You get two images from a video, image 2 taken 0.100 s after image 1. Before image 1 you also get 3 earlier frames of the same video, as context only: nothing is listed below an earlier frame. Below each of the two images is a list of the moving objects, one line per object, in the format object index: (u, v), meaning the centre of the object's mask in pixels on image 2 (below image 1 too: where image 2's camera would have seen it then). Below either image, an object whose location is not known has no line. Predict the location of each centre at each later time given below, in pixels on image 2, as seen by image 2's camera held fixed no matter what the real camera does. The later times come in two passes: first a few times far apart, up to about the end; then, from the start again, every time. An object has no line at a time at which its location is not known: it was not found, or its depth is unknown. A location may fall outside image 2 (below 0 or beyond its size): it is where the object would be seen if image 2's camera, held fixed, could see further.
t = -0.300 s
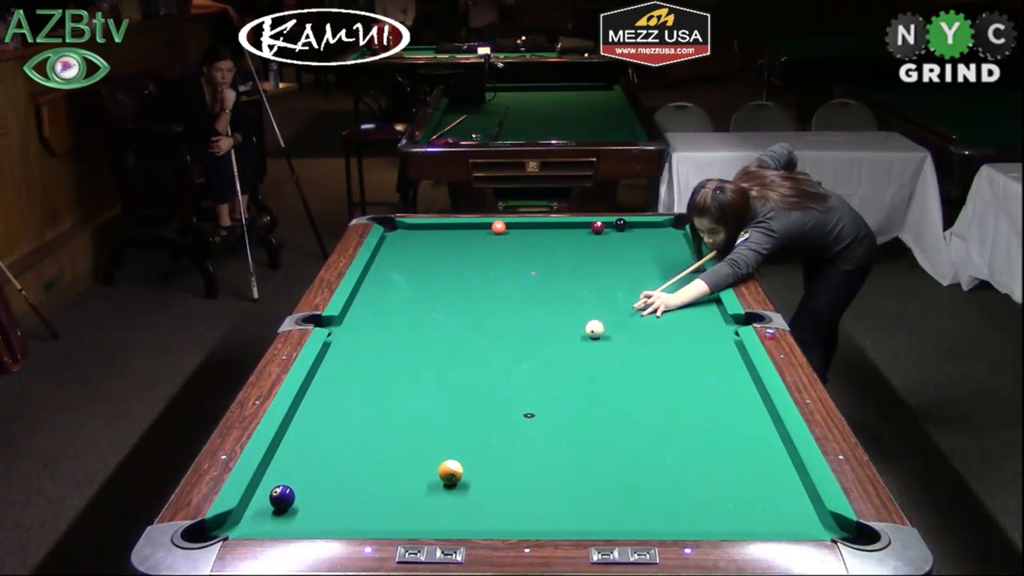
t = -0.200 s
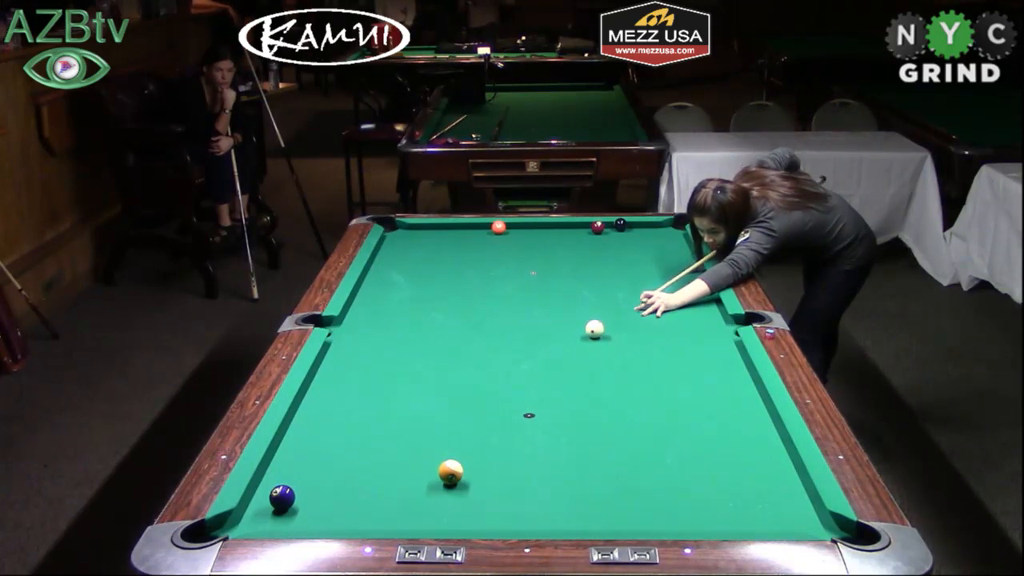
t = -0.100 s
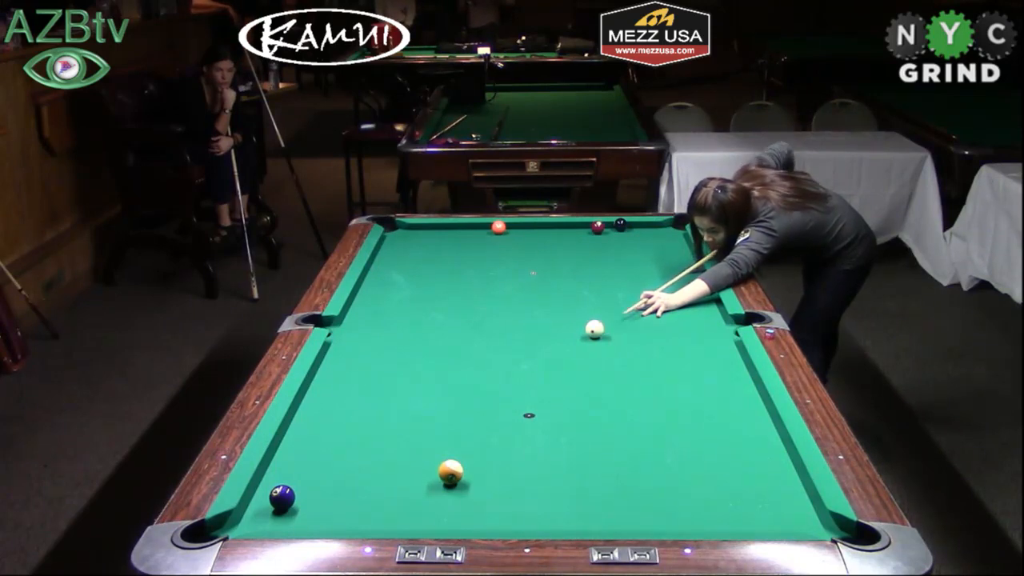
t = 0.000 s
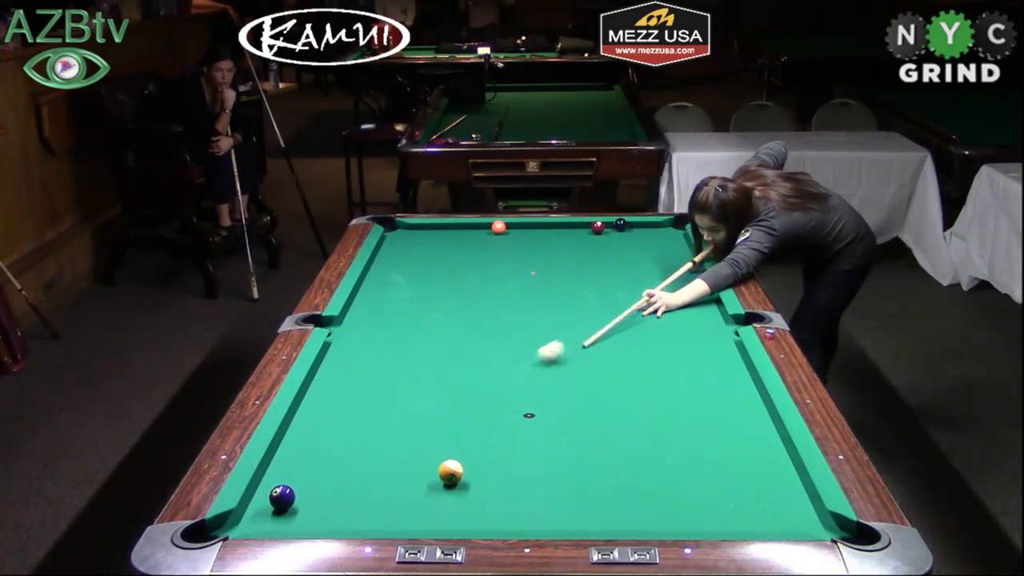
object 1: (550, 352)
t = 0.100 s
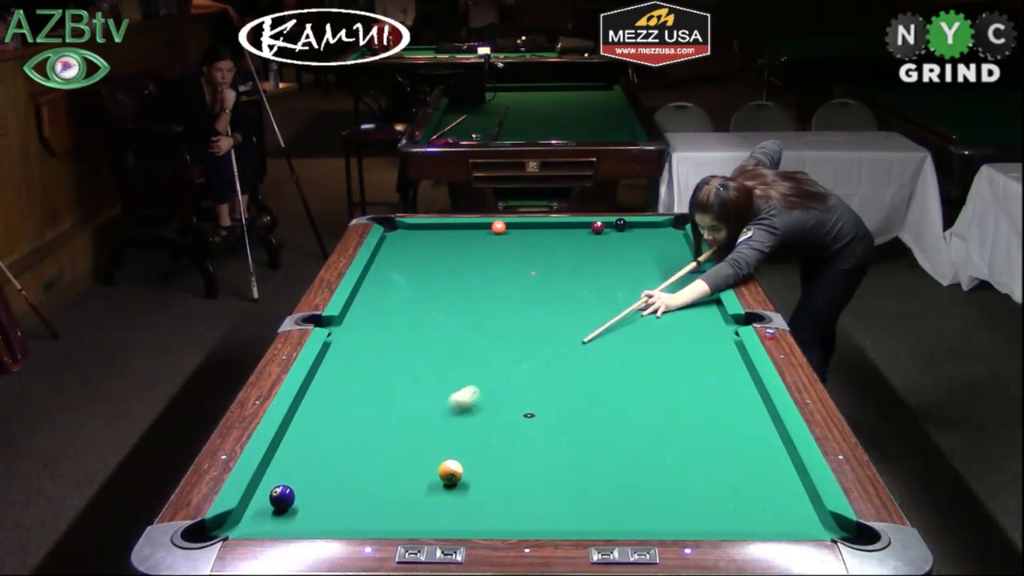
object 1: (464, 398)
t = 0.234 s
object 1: (326, 472)
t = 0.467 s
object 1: (310, 481)
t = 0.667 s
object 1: (342, 464)
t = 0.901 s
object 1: (381, 442)
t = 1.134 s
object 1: (416, 422)
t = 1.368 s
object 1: (448, 405)
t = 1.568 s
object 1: (472, 391)
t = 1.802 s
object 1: (499, 376)
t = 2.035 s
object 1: (522, 363)
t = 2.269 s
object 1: (544, 351)
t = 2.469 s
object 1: (561, 342)
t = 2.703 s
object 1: (580, 331)
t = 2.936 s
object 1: (596, 322)
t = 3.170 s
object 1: (612, 313)
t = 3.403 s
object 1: (626, 306)
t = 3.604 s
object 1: (637, 299)
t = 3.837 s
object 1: (649, 293)
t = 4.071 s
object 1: (661, 286)
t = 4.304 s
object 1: (671, 281)
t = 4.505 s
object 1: (679, 276)
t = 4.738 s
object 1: (688, 271)
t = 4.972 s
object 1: (695, 267)
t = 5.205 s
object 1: (691, 264)
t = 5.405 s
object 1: (686, 261)
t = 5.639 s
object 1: (681, 259)
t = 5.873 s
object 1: (677, 257)
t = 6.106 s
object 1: (673, 255)
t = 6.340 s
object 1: (670, 253)
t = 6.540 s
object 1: (667, 252)
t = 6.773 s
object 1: (664, 251)
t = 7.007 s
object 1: (663, 250)
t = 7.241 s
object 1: (661, 250)
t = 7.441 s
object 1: (659, 249)
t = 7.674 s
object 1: (659, 249)
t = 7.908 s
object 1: (658, 249)
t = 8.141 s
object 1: (658, 249)
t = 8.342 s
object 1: (658, 249)
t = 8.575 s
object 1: (658, 249)
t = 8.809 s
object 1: (658, 249)
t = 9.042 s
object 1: (658, 249)
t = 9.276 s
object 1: (658, 250)
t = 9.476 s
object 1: (658, 249)
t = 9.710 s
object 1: (658, 249)
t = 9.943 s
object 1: (658, 249)
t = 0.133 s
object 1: (433, 415)
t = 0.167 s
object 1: (398, 433)
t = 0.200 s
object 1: (364, 451)
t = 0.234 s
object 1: (326, 472)
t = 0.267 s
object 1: (300, 487)
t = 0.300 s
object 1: (299, 487)
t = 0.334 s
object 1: (300, 487)
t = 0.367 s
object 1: (301, 486)
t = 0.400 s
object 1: (303, 485)
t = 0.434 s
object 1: (306, 483)
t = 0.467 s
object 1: (310, 481)
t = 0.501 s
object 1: (314, 479)
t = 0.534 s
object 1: (319, 476)
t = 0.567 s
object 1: (324, 474)
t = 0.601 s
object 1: (330, 470)
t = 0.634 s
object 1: (336, 467)
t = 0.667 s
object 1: (342, 464)
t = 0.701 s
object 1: (348, 460)
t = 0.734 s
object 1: (354, 457)
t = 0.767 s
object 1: (359, 454)
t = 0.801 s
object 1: (365, 451)
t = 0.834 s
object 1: (371, 448)
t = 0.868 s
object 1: (376, 445)
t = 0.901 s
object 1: (381, 442)
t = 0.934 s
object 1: (387, 439)
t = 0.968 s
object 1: (392, 436)
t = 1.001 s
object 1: (397, 433)
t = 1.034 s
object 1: (402, 430)
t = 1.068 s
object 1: (407, 428)
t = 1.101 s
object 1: (412, 425)
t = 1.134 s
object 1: (416, 422)
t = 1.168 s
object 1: (421, 419)
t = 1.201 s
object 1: (426, 417)
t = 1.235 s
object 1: (431, 414)
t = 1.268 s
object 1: (435, 412)
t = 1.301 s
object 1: (439, 409)
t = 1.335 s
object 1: (444, 407)
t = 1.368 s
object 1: (448, 405)
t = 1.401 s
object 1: (452, 402)
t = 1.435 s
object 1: (456, 400)
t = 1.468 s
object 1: (460, 397)
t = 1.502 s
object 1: (464, 395)
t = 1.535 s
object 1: (468, 393)
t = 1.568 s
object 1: (472, 391)
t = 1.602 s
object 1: (476, 389)
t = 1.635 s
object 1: (480, 387)
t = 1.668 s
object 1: (484, 384)
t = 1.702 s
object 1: (488, 382)
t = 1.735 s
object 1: (491, 380)
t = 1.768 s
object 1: (495, 378)
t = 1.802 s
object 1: (499, 376)
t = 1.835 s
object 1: (502, 374)
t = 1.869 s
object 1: (506, 372)
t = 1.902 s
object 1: (509, 370)
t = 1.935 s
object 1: (513, 369)
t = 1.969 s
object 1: (516, 367)
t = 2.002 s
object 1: (519, 365)
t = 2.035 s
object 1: (522, 363)
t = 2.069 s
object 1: (526, 361)
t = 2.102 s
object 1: (529, 359)
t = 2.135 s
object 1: (532, 358)
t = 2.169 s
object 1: (535, 356)
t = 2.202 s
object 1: (538, 354)
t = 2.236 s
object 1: (541, 352)
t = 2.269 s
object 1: (544, 351)
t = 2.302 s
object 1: (547, 349)
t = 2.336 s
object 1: (550, 348)
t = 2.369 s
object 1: (553, 346)
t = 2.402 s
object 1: (556, 344)
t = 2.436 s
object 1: (559, 343)
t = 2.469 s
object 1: (561, 342)
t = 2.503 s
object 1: (564, 340)
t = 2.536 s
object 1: (567, 338)
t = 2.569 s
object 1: (569, 337)
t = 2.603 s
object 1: (572, 336)
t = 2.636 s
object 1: (575, 334)
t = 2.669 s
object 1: (577, 332)
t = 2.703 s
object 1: (580, 331)
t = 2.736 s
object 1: (582, 330)
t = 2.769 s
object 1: (585, 329)
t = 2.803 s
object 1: (587, 327)
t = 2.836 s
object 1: (589, 326)
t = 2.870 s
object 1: (592, 324)
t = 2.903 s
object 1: (594, 323)
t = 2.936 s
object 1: (596, 322)
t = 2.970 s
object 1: (599, 321)
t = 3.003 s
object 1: (601, 319)
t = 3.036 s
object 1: (603, 318)
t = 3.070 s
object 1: (605, 317)
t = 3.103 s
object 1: (608, 316)
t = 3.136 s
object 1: (610, 315)
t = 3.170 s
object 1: (612, 313)
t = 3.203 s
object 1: (614, 312)
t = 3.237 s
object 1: (616, 311)
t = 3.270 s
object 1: (618, 310)
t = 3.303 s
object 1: (620, 309)
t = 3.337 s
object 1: (622, 308)
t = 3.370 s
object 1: (624, 306)
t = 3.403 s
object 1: (626, 306)
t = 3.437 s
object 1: (628, 304)
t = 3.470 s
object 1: (630, 303)
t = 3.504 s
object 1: (632, 302)
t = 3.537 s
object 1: (634, 301)
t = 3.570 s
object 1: (636, 300)
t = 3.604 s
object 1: (637, 299)
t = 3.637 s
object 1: (639, 298)
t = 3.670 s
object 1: (641, 297)
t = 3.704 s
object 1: (643, 296)
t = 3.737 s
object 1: (644, 296)
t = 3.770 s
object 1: (646, 294)
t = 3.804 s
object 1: (648, 293)
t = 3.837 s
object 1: (649, 293)
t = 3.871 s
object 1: (651, 292)
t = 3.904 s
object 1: (653, 291)
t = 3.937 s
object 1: (655, 290)
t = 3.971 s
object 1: (656, 289)
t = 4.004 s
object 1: (658, 288)
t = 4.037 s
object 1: (659, 287)
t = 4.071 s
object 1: (661, 286)
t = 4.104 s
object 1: (662, 286)
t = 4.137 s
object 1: (664, 285)
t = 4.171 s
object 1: (665, 284)
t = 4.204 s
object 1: (667, 283)
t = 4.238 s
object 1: (668, 282)
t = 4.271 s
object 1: (670, 281)
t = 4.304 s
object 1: (671, 281)
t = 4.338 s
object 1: (673, 280)
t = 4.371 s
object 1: (674, 279)
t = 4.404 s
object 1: (675, 279)
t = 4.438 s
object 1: (676, 278)
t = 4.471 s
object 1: (678, 277)
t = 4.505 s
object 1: (679, 276)
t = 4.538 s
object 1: (680, 276)
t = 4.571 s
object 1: (681, 275)
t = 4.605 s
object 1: (683, 274)
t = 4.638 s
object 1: (684, 274)
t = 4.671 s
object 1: (685, 273)
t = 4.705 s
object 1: (686, 272)
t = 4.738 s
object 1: (688, 271)
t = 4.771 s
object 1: (689, 271)
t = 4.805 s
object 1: (690, 270)
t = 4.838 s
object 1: (691, 270)
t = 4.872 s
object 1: (692, 269)
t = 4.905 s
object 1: (693, 268)
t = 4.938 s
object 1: (695, 268)
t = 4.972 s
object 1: (695, 267)
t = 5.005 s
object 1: (696, 266)
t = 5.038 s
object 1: (695, 266)
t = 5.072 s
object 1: (694, 266)
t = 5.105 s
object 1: (694, 265)
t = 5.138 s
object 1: (693, 265)
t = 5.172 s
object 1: (692, 264)
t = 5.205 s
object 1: (691, 264)
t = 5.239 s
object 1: (690, 264)
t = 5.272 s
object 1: (690, 263)
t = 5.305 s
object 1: (689, 263)
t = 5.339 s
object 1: (688, 262)
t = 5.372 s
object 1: (687, 262)
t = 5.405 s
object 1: (686, 261)
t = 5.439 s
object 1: (686, 261)
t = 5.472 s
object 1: (685, 261)
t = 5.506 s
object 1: (684, 260)
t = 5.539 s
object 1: (683, 260)
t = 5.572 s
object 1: (683, 260)
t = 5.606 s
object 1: (682, 259)
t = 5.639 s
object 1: (681, 259)
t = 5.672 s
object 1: (681, 258)
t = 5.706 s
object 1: (680, 258)
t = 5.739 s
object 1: (679, 258)
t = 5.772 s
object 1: (679, 258)
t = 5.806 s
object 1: (678, 258)
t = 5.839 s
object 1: (677, 257)
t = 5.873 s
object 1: (677, 257)
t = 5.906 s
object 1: (676, 257)
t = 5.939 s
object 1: (676, 256)
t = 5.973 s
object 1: (675, 256)
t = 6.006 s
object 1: (675, 256)
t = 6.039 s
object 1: (674, 255)
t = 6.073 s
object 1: (674, 255)
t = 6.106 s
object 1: (673, 255)
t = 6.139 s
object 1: (672, 255)
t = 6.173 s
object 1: (672, 254)
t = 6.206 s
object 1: (672, 254)
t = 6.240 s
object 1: (671, 254)
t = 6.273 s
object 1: (671, 254)
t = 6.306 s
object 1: (670, 254)
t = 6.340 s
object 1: (670, 253)
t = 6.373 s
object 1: (669, 253)
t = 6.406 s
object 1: (669, 253)
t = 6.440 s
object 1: (668, 253)
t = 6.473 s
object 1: (668, 253)
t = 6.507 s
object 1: (667, 252)
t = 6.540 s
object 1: (667, 252)
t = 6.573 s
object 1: (667, 252)
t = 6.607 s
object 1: (666, 252)
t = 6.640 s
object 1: (666, 252)
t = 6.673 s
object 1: (665, 252)
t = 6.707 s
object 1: (665, 252)
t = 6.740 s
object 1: (665, 251)
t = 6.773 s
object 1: (664, 251)
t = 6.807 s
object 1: (664, 251)
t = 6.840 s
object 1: (664, 251)
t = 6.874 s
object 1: (664, 251)
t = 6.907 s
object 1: (663, 251)
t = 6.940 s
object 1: (663, 250)
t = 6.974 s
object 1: (663, 250)
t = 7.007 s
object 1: (663, 250)
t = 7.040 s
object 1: (662, 250)
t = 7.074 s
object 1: (662, 250)
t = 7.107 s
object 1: (662, 250)
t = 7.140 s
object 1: (661, 250)
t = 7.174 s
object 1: (661, 250)
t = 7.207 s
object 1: (661, 250)
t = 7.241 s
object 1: (661, 250)
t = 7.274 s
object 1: (660, 250)
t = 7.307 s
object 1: (660, 250)
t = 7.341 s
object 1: (660, 250)
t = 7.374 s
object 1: (660, 249)
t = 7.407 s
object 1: (660, 249)
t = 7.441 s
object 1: (659, 249)
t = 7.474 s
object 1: (659, 249)
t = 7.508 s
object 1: (659, 249)
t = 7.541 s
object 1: (659, 249)
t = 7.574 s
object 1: (659, 249)
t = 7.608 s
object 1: (659, 249)
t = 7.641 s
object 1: (659, 249)
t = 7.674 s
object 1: (659, 249)
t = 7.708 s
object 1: (659, 249)
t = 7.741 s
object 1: (658, 249)
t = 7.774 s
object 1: (658, 249)
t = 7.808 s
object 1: (658, 249)
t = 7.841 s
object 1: (658, 249)
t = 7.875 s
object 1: (658, 249)
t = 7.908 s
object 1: (658, 249)
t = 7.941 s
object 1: (658, 249)
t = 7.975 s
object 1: (658, 249)
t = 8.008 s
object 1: (658, 249)
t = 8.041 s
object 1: (658, 249)
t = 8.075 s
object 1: (658, 249)
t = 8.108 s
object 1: (658, 249)
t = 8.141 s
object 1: (658, 249)
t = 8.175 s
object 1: (658, 249)
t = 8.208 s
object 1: (658, 249)
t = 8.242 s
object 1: (658, 249)
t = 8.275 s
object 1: (658, 249)
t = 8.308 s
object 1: (658, 249)
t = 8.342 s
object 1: (658, 249)
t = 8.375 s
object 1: (658, 249)
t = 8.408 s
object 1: (658, 249)
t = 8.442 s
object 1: (658, 249)
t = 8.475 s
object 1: (658, 249)
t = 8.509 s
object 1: (658, 249)
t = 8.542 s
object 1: (658, 249)
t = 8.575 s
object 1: (658, 249)
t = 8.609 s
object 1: (658, 249)
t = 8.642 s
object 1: (658, 249)
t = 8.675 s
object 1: (658, 249)
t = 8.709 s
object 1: (658, 249)
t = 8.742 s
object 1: (658, 249)
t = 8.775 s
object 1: (658, 249)
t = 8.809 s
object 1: (658, 249)
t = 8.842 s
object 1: (658, 249)
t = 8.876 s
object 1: (658, 249)
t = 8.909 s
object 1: (658, 249)
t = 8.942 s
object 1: (658, 249)
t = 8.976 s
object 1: (658, 249)
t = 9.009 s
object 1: (658, 249)
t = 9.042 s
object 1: (658, 249)
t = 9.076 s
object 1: (658, 249)
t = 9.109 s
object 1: (658, 249)
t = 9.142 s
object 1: (658, 249)
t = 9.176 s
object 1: (658, 249)
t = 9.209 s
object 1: (658, 249)
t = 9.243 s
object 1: (658, 250)
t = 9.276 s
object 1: (658, 250)
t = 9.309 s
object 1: (658, 250)
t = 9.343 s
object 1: (658, 249)
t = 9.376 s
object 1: (658, 249)
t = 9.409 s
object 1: (658, 249)
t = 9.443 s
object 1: (658, 250)
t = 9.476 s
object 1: (658, 249)
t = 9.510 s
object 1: (658, 249)
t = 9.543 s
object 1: (658, 249)
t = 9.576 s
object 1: (658, 249)
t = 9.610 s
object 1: (658, 249)
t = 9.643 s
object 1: (658, 249)
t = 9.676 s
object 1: (658, 249)
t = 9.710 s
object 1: (658, 249)
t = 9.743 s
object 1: (658, 250)
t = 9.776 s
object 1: (658, 250)
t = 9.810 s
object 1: (658, 250)
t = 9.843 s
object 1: (658, 249)
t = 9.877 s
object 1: (658, 250)
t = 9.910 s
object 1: (658, 249)
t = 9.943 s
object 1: (658, 249)
